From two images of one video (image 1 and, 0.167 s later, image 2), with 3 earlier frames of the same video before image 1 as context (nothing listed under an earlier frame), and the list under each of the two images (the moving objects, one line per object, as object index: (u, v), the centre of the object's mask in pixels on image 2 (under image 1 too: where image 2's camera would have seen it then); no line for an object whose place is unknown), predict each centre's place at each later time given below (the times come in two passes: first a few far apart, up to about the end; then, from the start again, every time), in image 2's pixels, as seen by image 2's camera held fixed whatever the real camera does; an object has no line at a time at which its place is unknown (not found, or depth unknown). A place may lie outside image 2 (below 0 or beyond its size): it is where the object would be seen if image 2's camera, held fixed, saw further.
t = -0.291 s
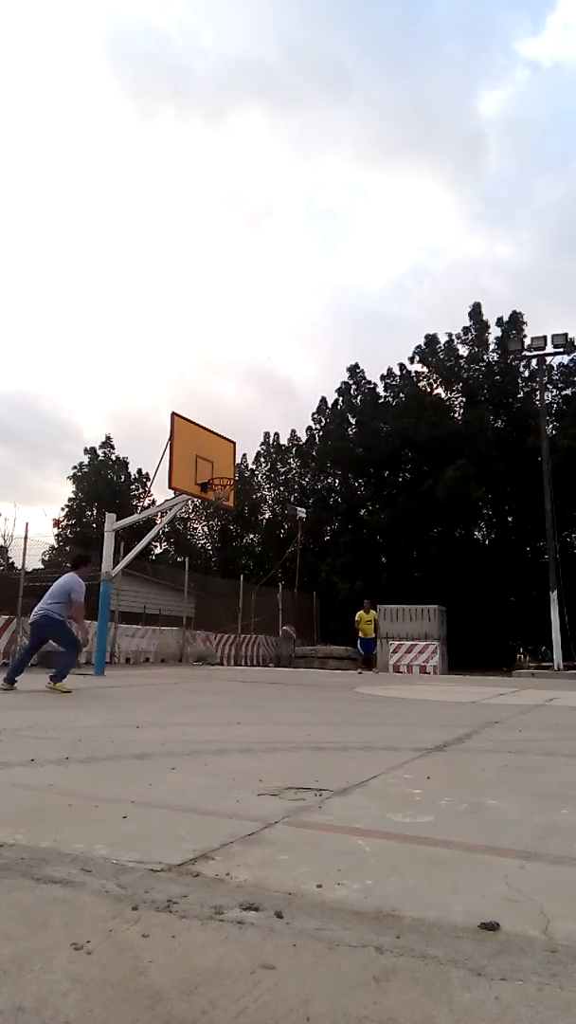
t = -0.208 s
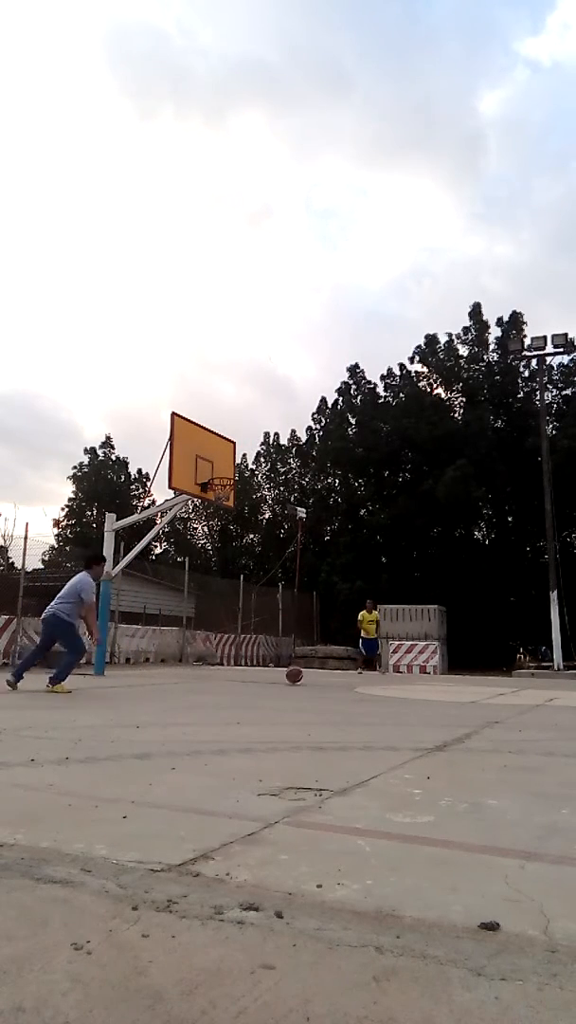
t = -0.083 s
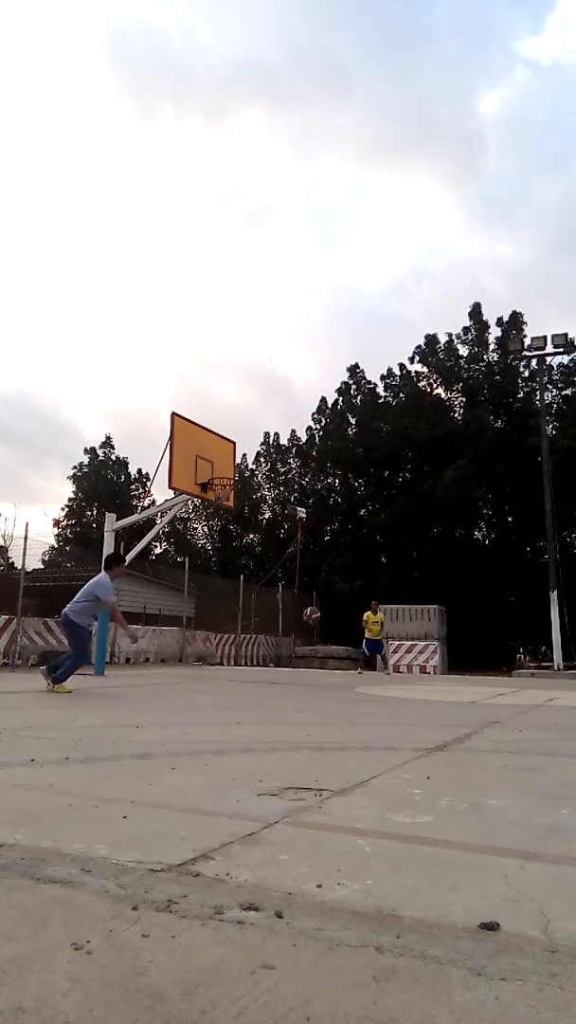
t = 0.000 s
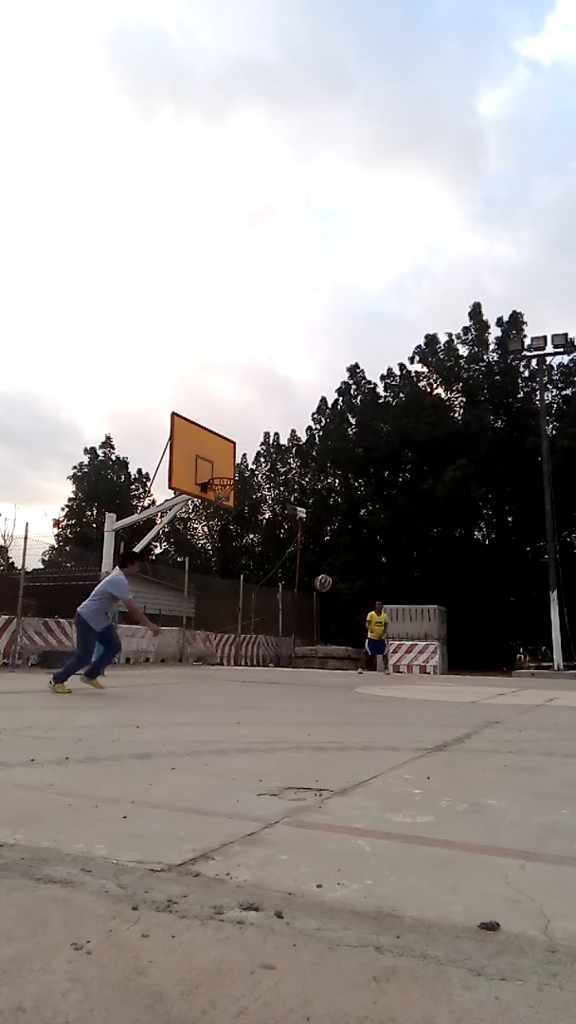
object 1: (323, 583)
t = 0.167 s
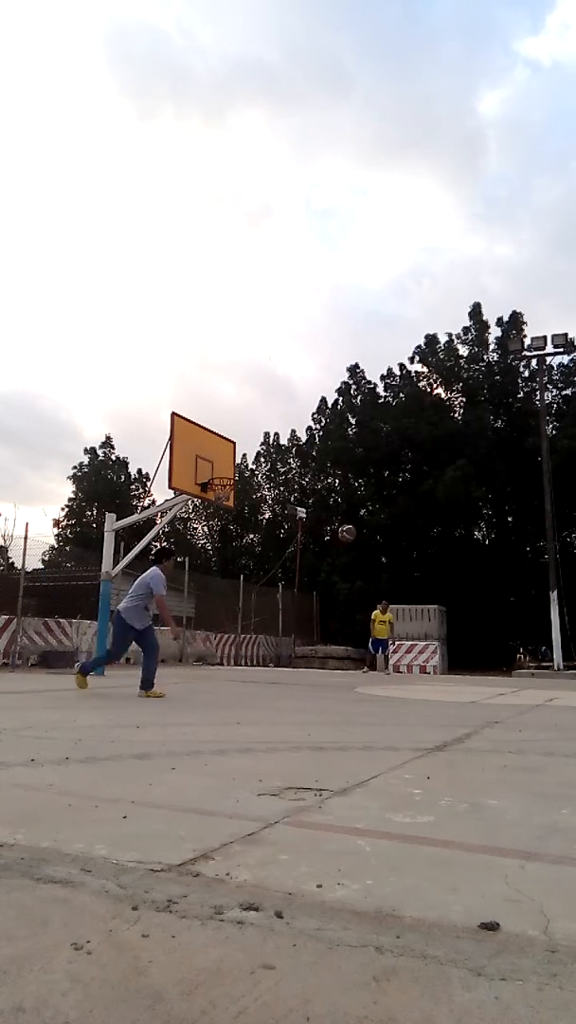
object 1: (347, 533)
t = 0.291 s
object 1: (365, 508)
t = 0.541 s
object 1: (402, 491)
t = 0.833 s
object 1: (450, 530)
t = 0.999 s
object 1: (481, 585)
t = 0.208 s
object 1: (353, 524)
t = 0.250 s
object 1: (359, 515)
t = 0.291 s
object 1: (365, 508)
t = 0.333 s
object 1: (371, 503)
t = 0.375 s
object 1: (377, 498)
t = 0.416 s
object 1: (383, 494)
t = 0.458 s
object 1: (389, 492)
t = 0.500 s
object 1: (396, 490)
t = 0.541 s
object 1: (402, 491)
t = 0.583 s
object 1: (409, 492)
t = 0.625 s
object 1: (415, 495)
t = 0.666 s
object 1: (422, 499)
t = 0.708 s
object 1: (429, 504)
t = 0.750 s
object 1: (436, 511)
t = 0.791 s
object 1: (443, 520)
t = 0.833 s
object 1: (450, 530)
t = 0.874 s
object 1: (458, 541)
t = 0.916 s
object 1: (465, 554)
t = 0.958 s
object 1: (473, 568)
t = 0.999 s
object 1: (481, 585)
